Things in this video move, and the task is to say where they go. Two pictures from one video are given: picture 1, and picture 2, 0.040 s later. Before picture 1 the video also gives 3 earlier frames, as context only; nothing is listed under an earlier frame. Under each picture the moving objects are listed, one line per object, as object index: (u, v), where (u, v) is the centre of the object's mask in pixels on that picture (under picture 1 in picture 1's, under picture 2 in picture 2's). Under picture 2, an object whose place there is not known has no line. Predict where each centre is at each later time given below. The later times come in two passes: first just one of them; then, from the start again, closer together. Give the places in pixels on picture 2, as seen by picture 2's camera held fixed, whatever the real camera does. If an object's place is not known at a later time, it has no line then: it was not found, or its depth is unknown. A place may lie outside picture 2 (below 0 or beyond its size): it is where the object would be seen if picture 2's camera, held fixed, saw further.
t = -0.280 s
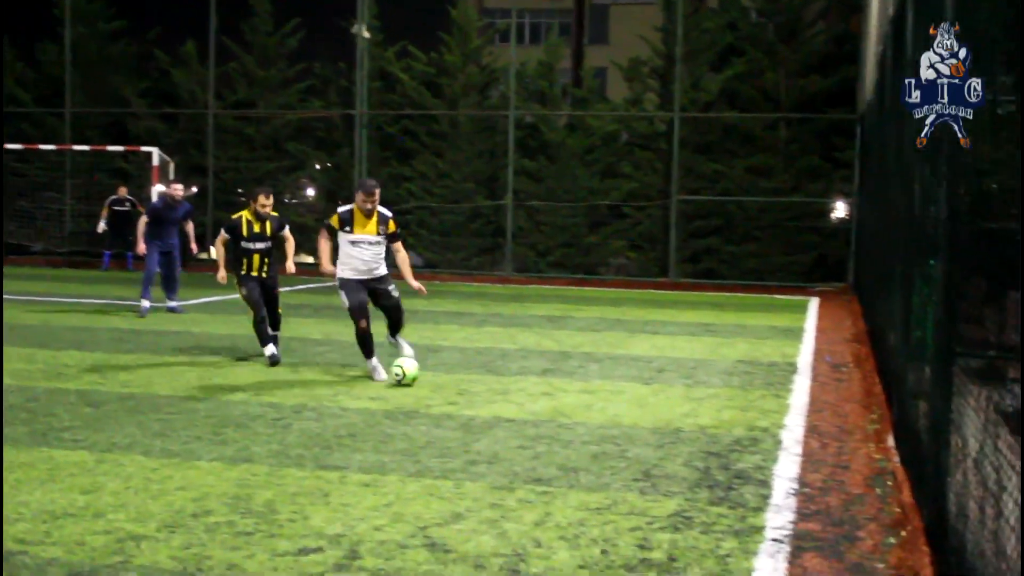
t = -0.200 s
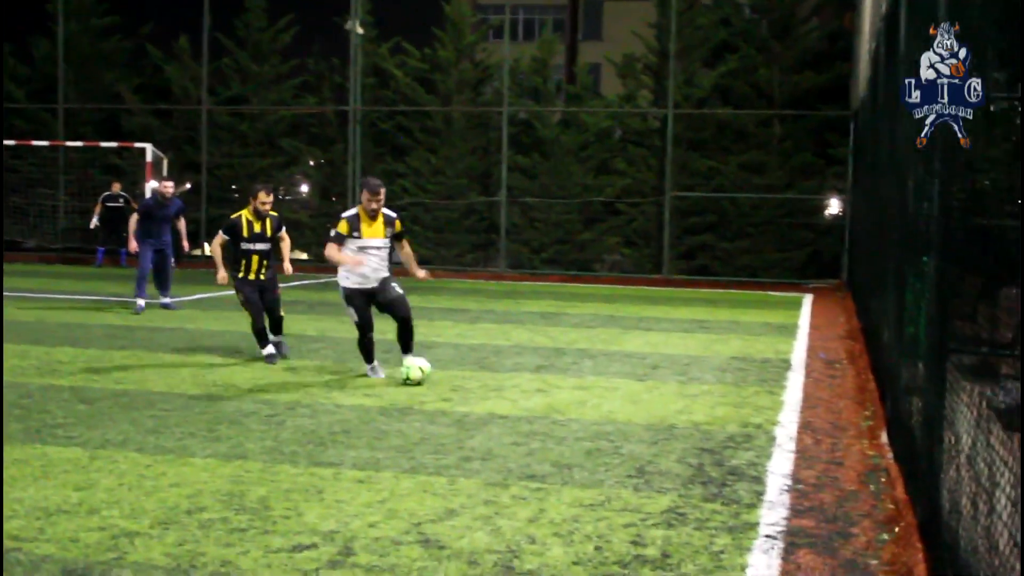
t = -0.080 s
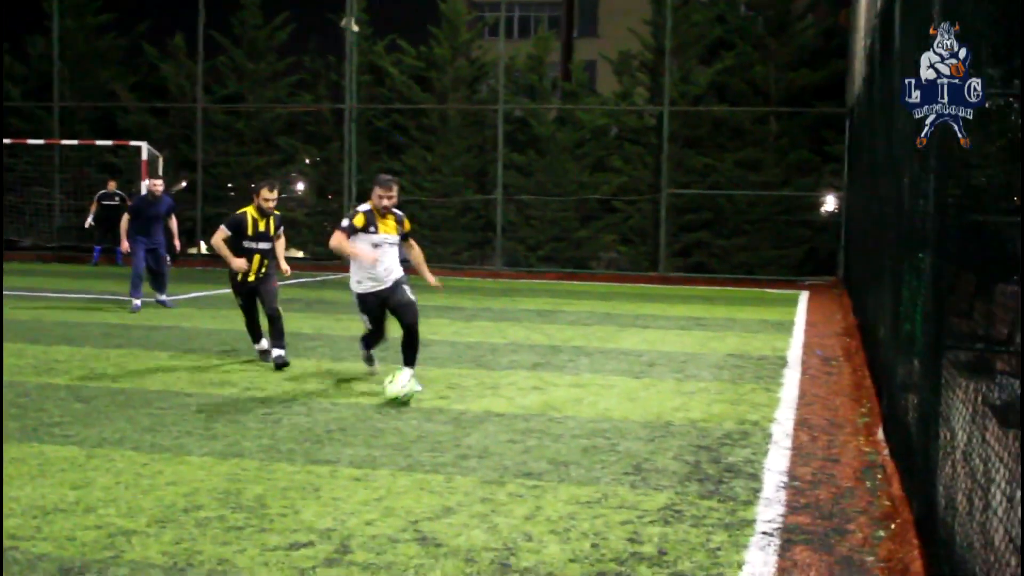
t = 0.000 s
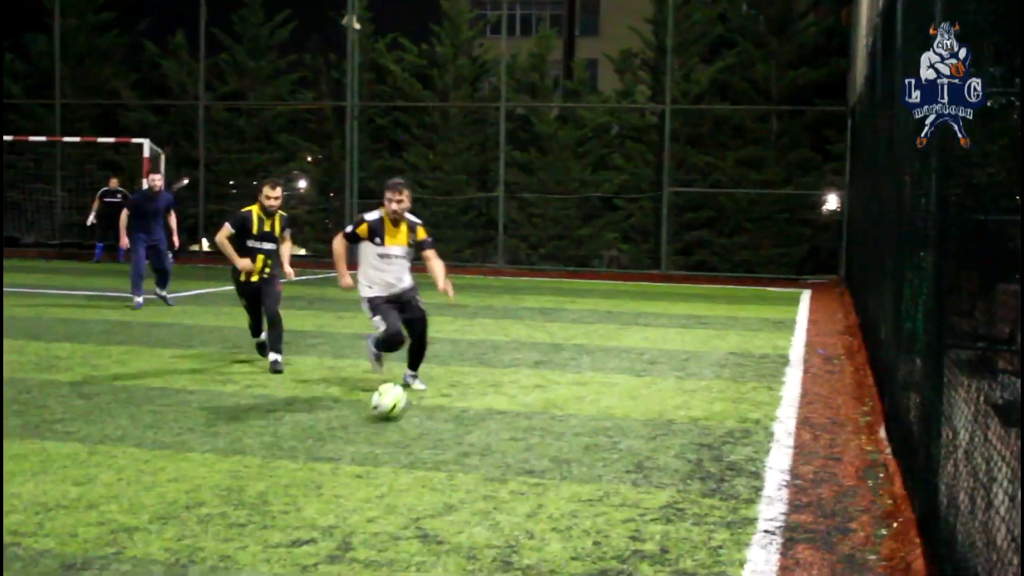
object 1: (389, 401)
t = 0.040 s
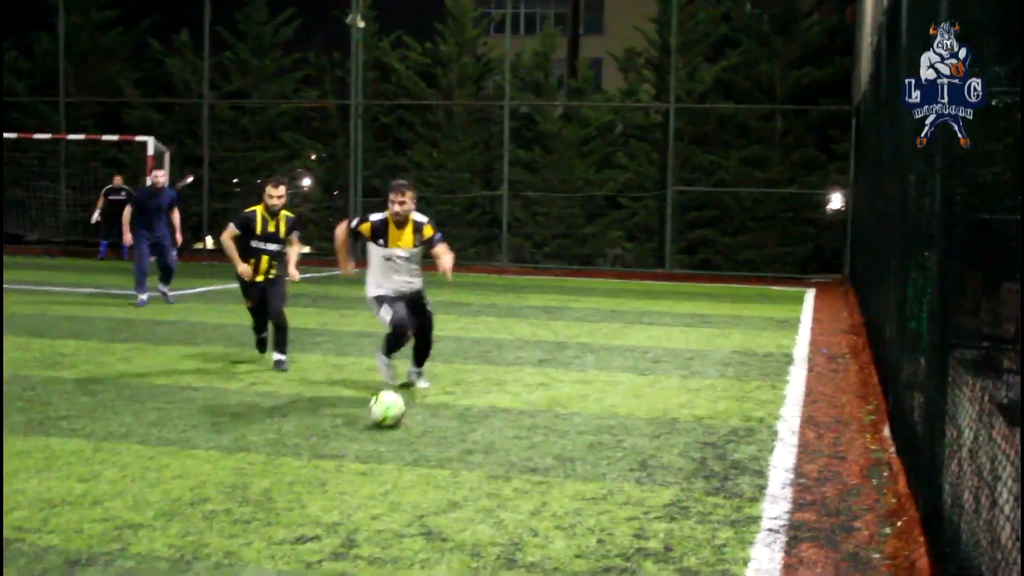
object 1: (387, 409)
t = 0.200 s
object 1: (363, 444)
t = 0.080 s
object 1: (381, 416)
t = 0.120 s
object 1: (375, 425)
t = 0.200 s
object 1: (363, 444)
